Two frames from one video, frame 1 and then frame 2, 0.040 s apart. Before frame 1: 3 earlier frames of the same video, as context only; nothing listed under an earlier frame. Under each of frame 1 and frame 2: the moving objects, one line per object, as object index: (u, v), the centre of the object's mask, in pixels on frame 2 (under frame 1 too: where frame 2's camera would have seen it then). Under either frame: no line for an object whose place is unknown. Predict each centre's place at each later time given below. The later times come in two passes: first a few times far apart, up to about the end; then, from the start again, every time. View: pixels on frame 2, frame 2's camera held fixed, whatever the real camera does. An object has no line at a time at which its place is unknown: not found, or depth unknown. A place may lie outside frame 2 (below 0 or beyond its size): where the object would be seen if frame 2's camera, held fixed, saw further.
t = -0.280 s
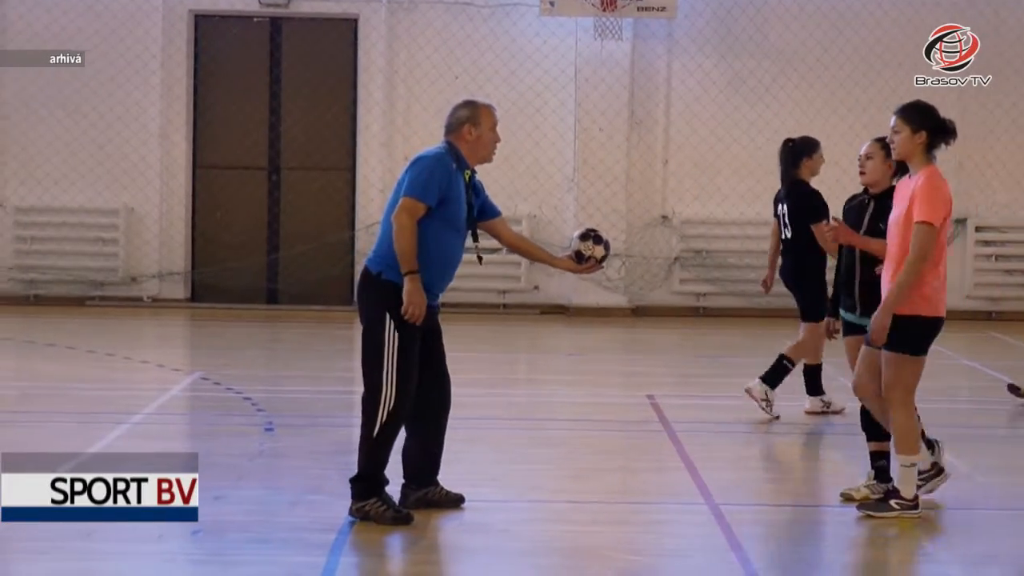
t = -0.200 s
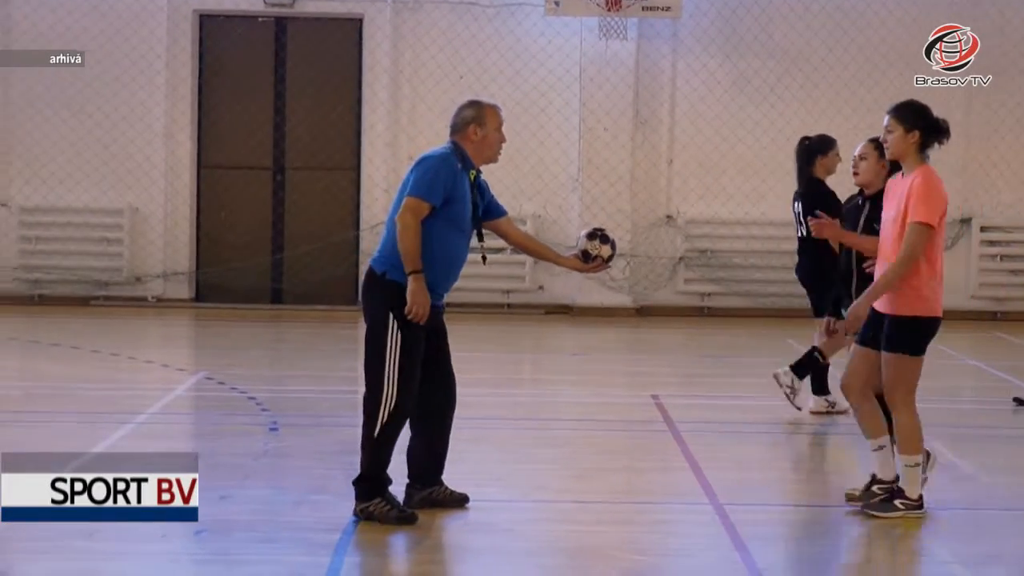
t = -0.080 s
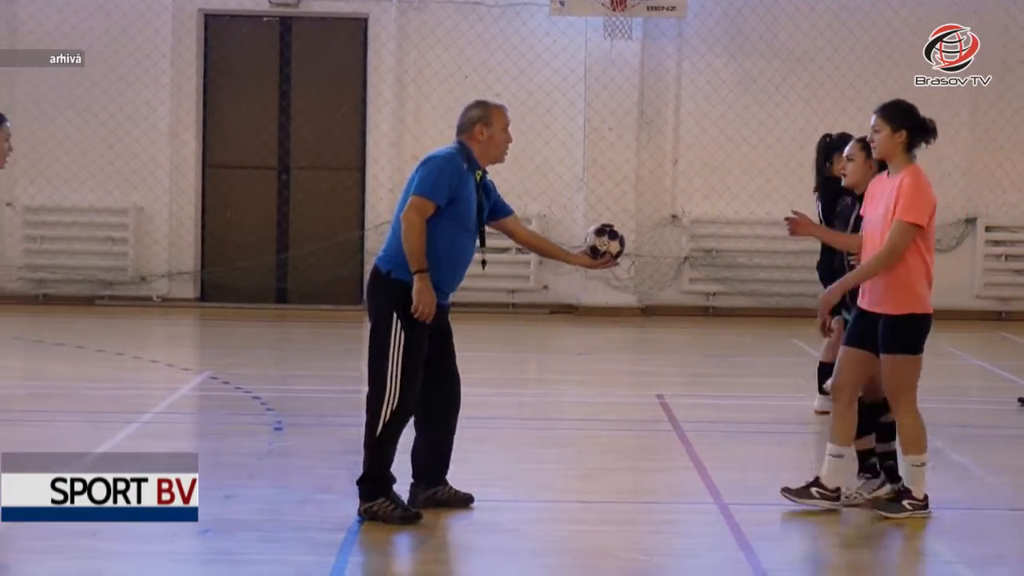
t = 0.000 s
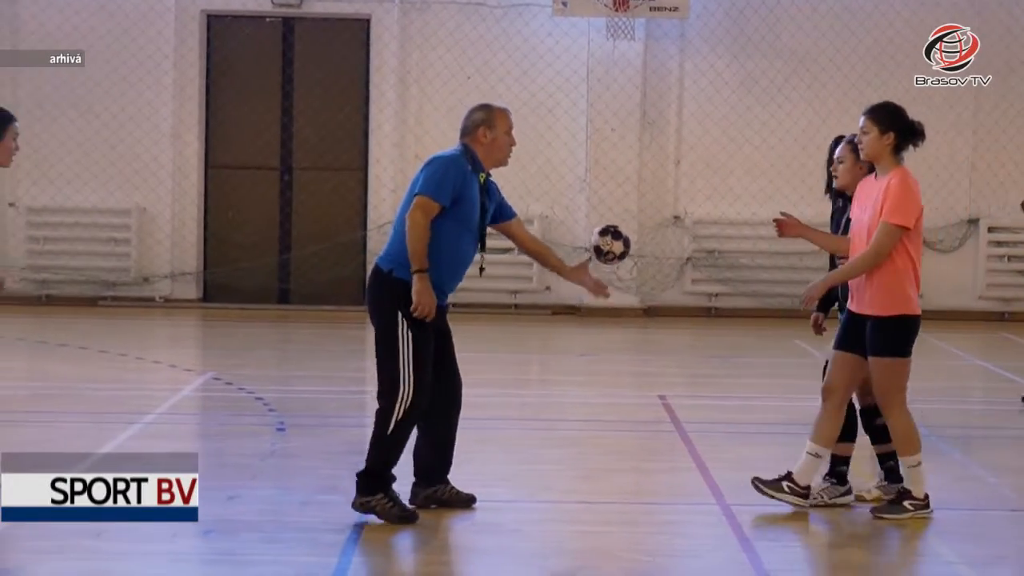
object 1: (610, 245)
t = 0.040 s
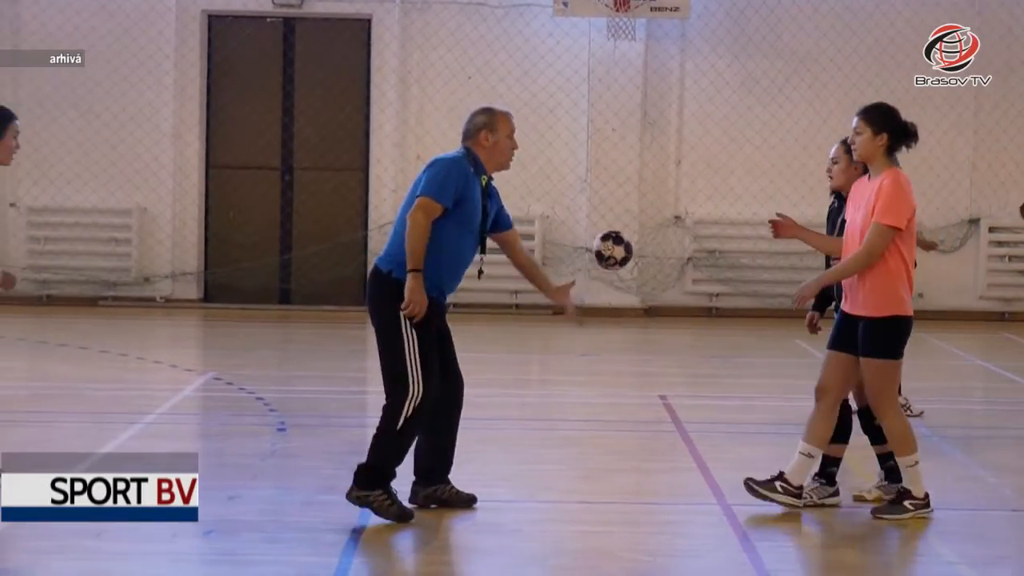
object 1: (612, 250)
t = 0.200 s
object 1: (616, 311)
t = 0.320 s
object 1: (619, 397)
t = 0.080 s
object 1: (613, 259)
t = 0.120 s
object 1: (615, 273)
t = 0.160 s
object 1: (615, 289)
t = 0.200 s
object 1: (616, 311)
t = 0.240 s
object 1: (617, 335)
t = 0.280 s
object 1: (618, 365)
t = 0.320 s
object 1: (619, 397)
